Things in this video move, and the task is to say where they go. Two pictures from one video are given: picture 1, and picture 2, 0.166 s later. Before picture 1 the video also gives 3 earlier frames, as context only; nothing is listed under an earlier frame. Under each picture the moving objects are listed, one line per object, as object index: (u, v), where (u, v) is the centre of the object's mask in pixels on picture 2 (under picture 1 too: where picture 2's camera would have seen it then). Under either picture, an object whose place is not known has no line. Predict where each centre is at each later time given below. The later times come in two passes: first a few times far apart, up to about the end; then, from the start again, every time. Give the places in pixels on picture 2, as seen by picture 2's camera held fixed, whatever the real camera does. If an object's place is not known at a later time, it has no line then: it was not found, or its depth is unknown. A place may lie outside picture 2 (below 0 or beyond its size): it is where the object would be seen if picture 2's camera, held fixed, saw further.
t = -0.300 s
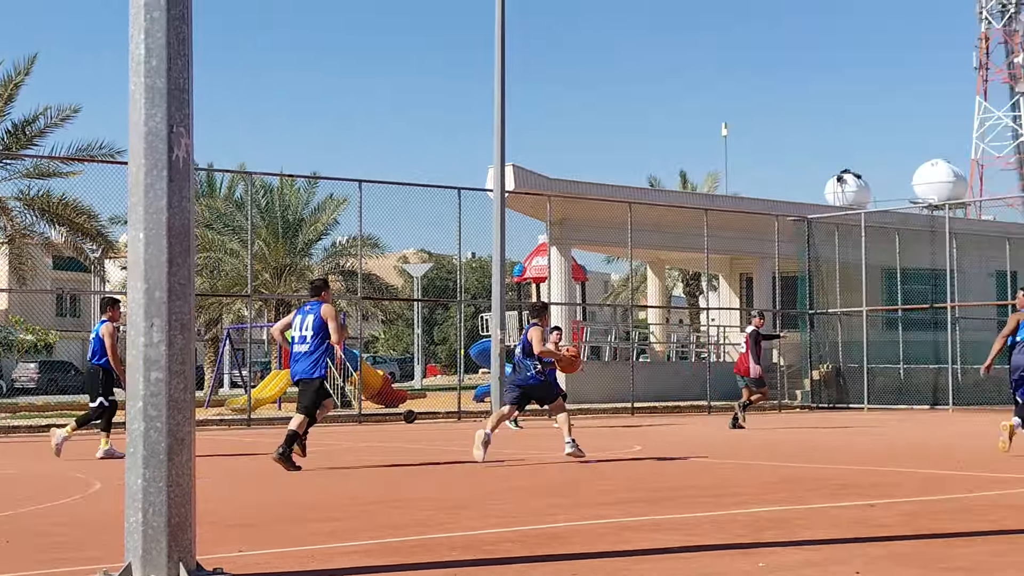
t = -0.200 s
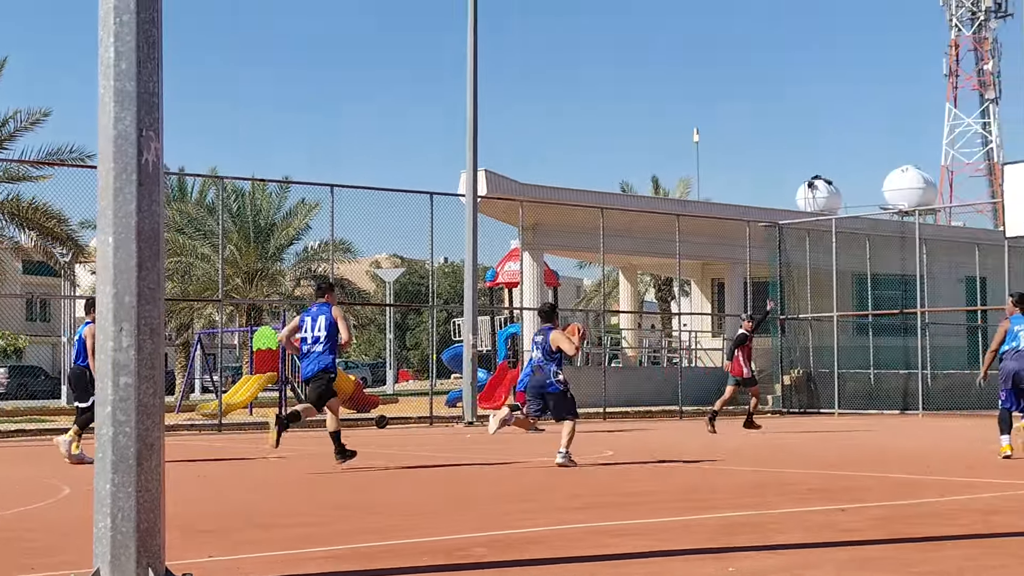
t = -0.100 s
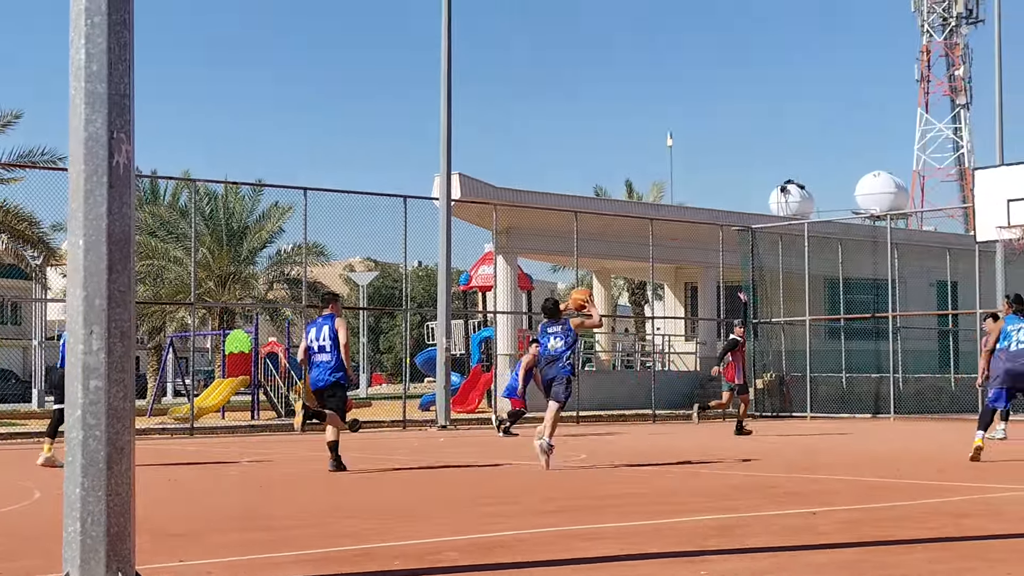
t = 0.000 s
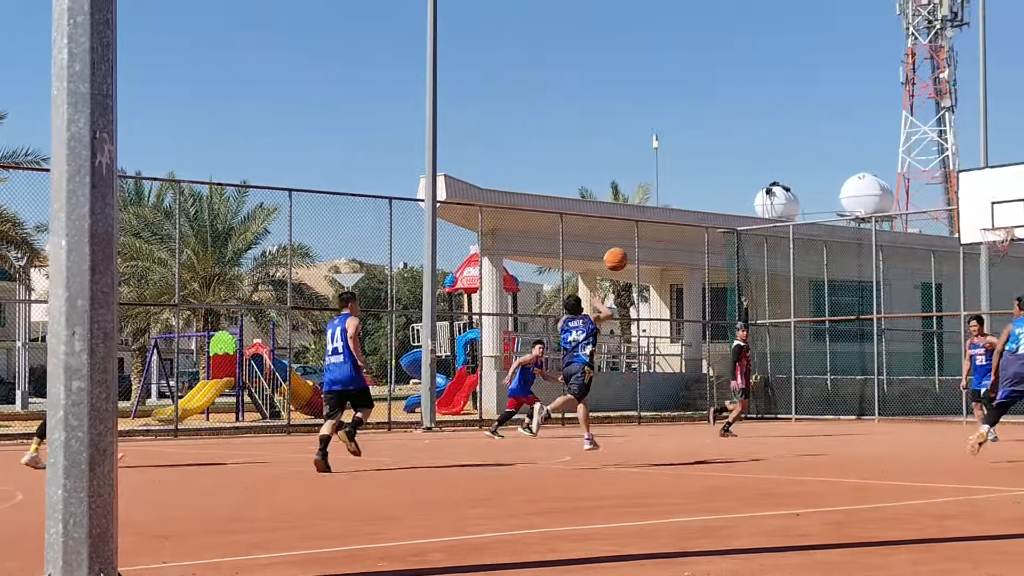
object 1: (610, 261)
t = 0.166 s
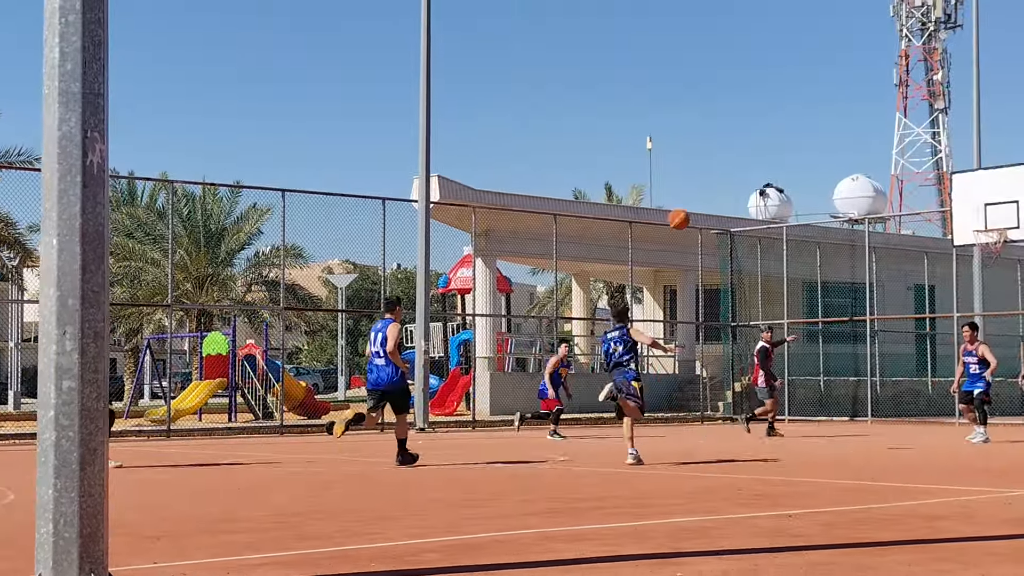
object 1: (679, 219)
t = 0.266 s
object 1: (714, 208)
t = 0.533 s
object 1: (793, 213)
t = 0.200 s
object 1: (691, 215)
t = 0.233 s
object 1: (702, 211)
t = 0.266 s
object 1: (714, 208)
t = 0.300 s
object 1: (725, 205)
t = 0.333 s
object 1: (735, 204)
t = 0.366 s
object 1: (745, 204)
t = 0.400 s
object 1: (756, 204)
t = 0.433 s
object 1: (765, 205)
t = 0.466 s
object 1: (775, 207)
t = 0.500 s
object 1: (784, 210)
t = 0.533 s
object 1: (793, 213)
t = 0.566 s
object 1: (802, 217)
